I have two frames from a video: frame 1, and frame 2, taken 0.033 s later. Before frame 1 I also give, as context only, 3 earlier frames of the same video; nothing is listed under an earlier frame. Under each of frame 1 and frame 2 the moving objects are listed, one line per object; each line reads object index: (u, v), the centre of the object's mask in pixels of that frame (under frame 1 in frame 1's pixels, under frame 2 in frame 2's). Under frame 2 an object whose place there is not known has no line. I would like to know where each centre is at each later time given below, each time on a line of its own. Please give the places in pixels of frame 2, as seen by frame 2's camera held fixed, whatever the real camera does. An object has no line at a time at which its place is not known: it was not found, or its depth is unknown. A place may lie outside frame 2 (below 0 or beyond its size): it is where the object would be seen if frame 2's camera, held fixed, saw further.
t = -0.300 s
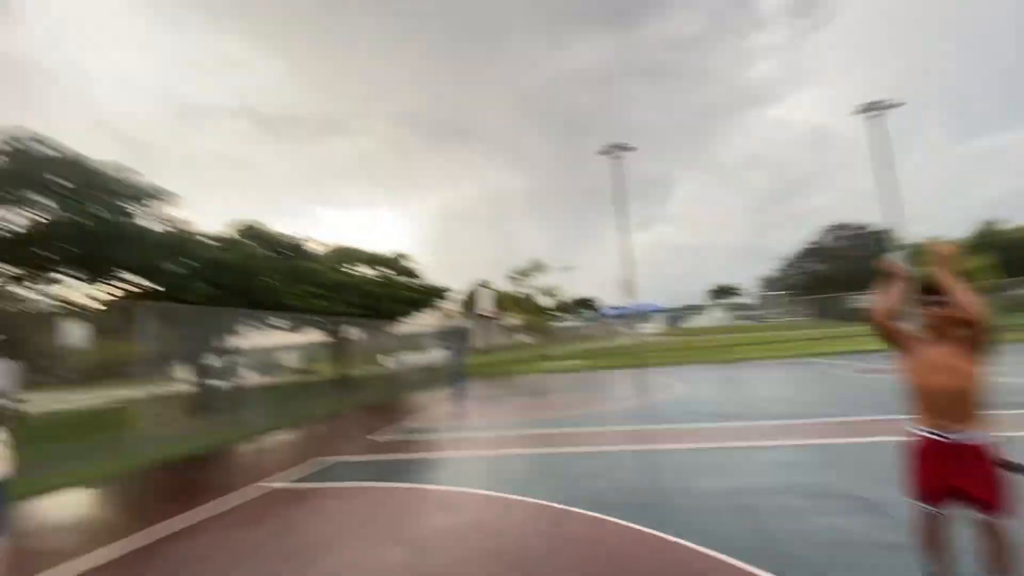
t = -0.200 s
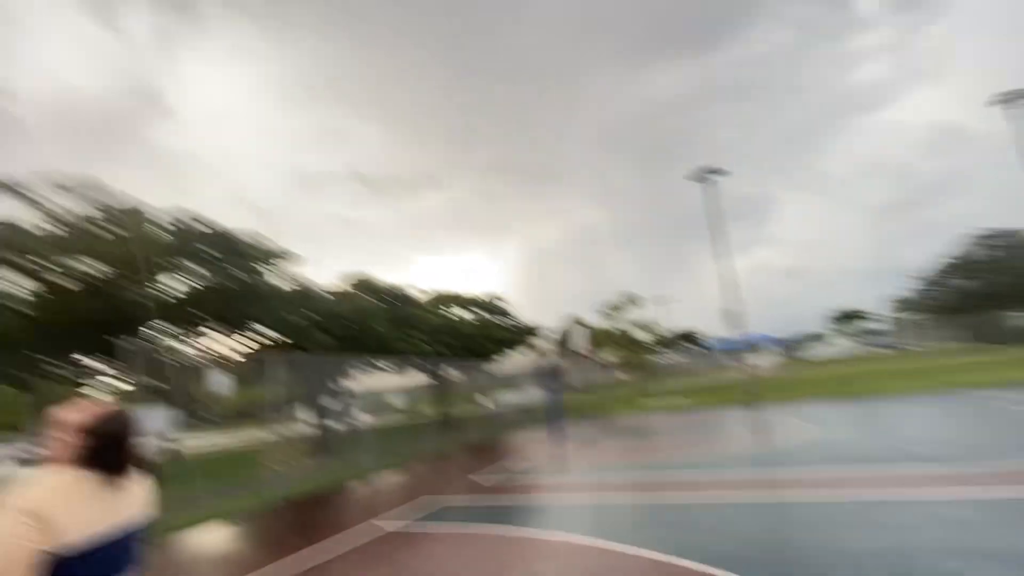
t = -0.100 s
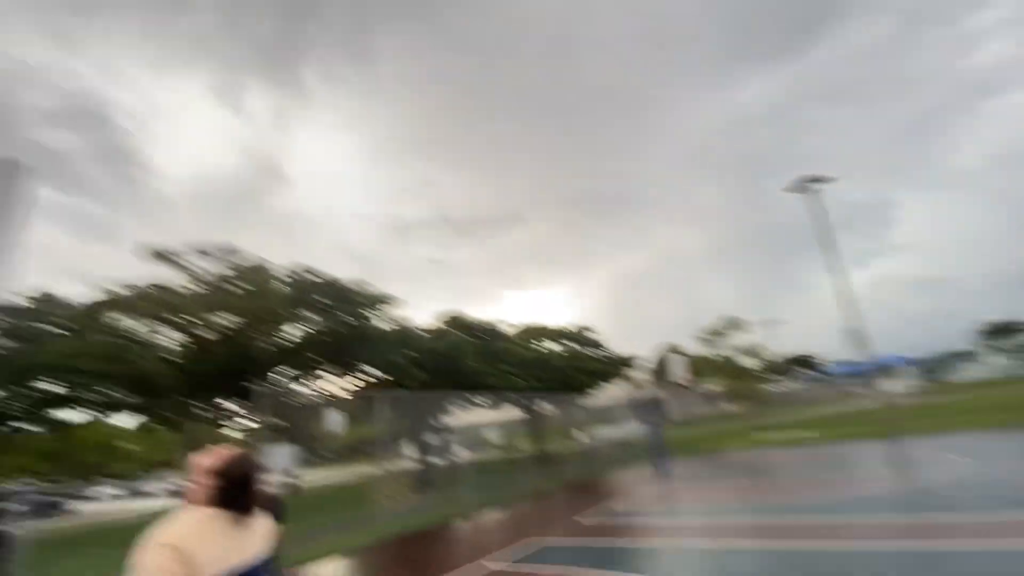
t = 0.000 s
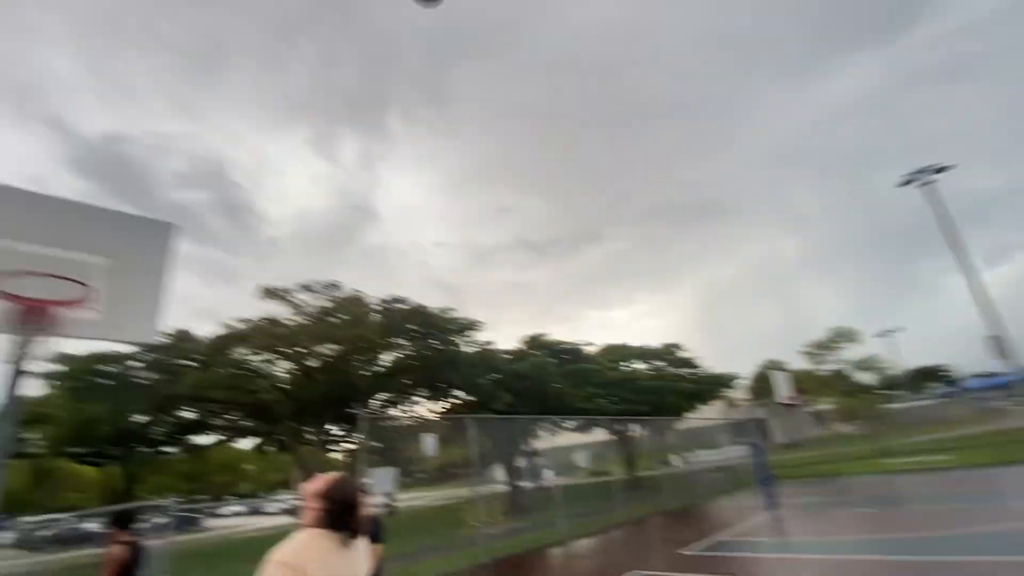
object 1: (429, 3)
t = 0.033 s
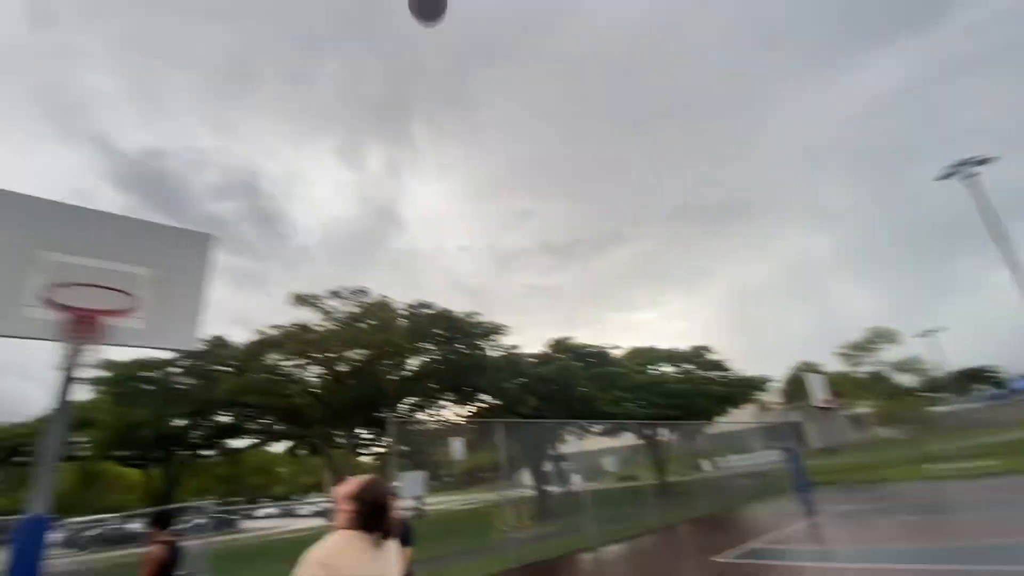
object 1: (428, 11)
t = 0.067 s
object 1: (404, 20)
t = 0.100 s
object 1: (381, 37)
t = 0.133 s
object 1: (361, 56)
